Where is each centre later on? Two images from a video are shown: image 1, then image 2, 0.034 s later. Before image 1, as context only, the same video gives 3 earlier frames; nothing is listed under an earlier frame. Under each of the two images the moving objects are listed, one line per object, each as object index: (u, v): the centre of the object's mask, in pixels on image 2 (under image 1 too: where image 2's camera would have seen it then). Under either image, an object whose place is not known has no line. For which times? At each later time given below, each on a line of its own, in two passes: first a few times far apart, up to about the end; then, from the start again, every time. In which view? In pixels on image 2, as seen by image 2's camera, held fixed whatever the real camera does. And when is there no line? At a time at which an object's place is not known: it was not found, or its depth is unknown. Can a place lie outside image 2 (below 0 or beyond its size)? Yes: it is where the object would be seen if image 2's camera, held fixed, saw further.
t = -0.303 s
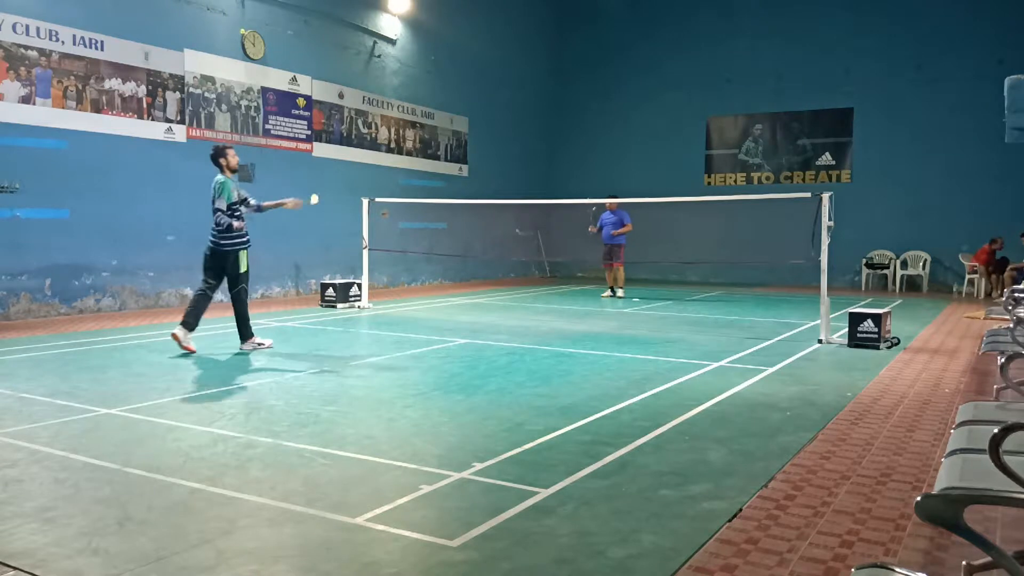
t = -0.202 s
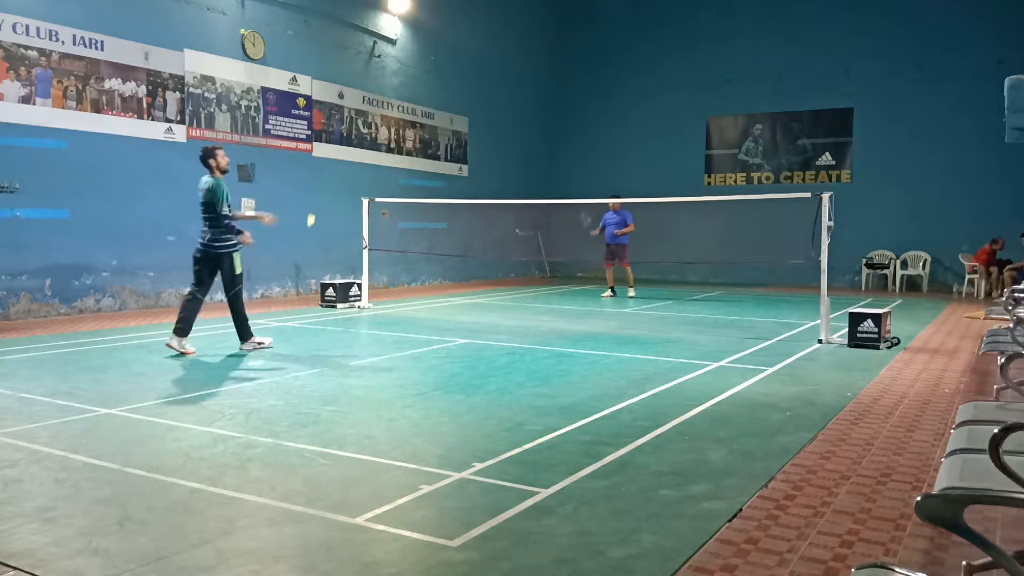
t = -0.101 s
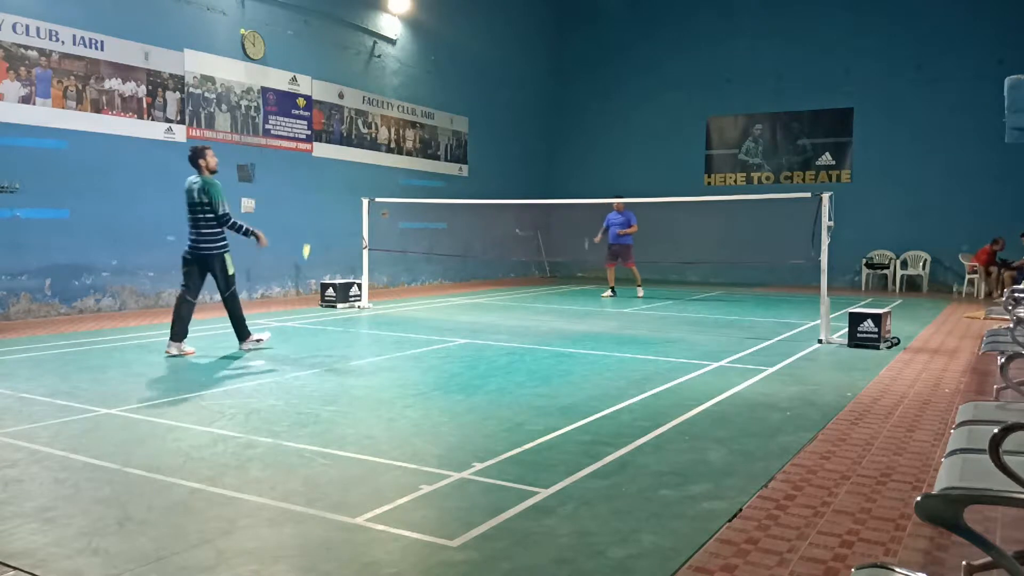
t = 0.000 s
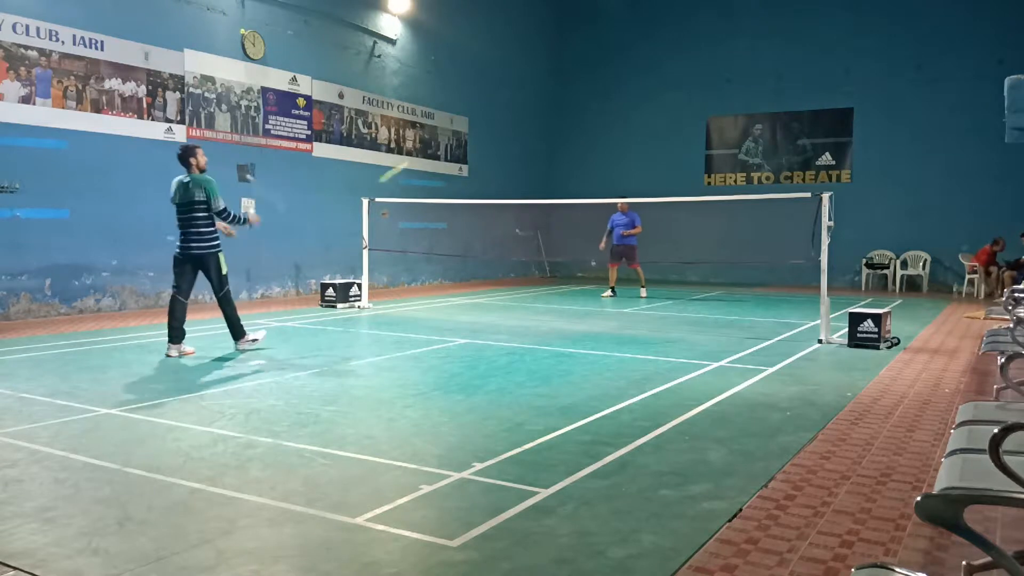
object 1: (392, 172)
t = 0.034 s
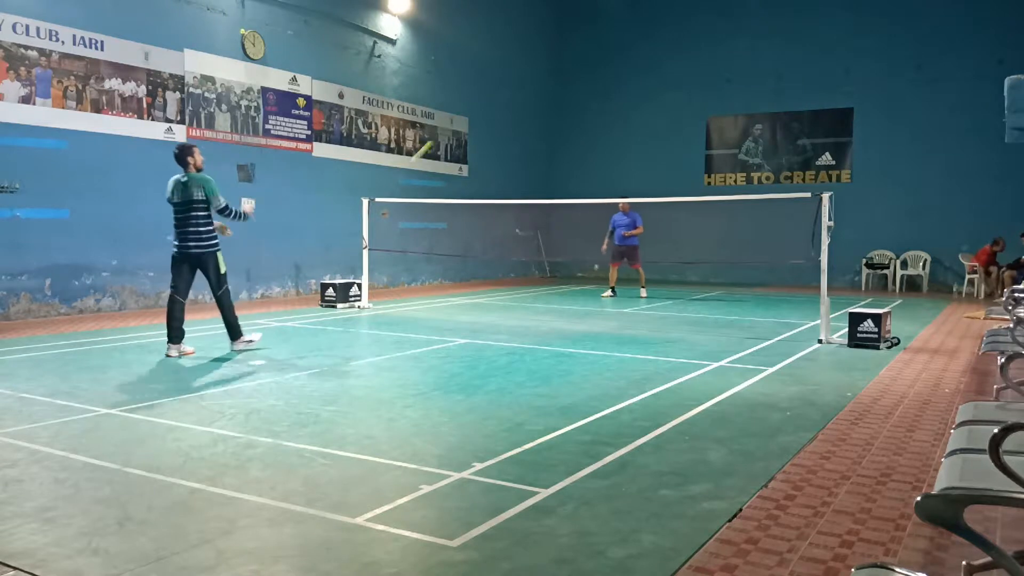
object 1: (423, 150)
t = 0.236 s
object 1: (505, 89)
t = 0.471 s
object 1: (552, 82)
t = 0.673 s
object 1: (576, 103)
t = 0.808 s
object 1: (588, 126)
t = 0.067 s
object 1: (440, 133)
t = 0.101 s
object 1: (458, 120)
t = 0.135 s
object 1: (472, 109)
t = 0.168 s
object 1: (484, 100)
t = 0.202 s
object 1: (495, 94)
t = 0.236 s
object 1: (505, 89)
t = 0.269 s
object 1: (514, 85)
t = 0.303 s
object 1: (522, 82)
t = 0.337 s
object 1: (529, 81)
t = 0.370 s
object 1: (535, 80)
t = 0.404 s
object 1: (541, 80)
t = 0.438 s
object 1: (546, 81)
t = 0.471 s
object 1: (552, 82)
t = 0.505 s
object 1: (556, 84)
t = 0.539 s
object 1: (560, 87)
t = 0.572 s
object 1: (565, 90)
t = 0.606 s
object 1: (569, 94)
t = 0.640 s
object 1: (572, 98)
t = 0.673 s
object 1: (576, 103)
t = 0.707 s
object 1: (579, 108)
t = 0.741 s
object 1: (582, 114)
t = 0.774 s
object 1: (585, 120)
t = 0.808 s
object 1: (588, 126)
